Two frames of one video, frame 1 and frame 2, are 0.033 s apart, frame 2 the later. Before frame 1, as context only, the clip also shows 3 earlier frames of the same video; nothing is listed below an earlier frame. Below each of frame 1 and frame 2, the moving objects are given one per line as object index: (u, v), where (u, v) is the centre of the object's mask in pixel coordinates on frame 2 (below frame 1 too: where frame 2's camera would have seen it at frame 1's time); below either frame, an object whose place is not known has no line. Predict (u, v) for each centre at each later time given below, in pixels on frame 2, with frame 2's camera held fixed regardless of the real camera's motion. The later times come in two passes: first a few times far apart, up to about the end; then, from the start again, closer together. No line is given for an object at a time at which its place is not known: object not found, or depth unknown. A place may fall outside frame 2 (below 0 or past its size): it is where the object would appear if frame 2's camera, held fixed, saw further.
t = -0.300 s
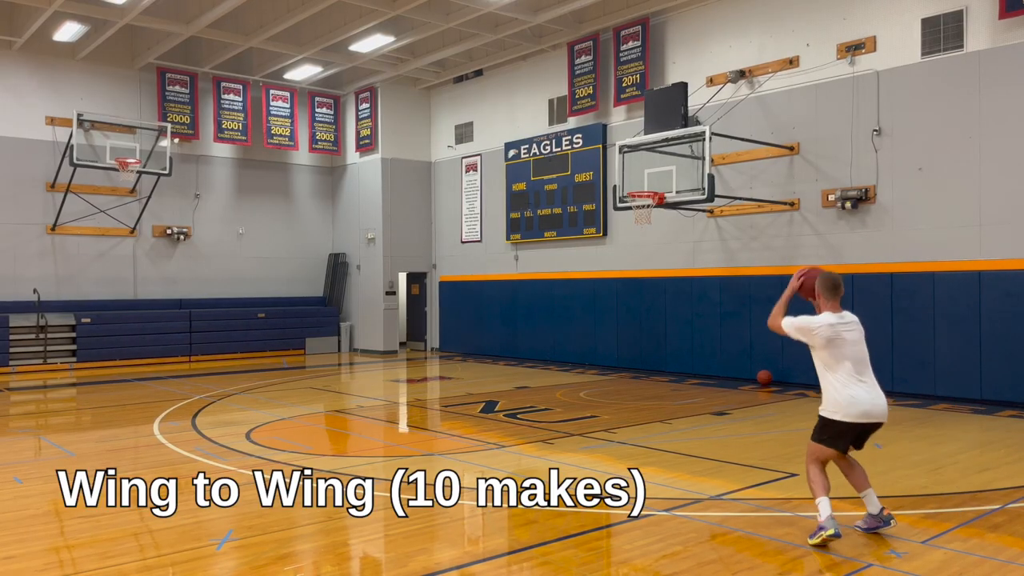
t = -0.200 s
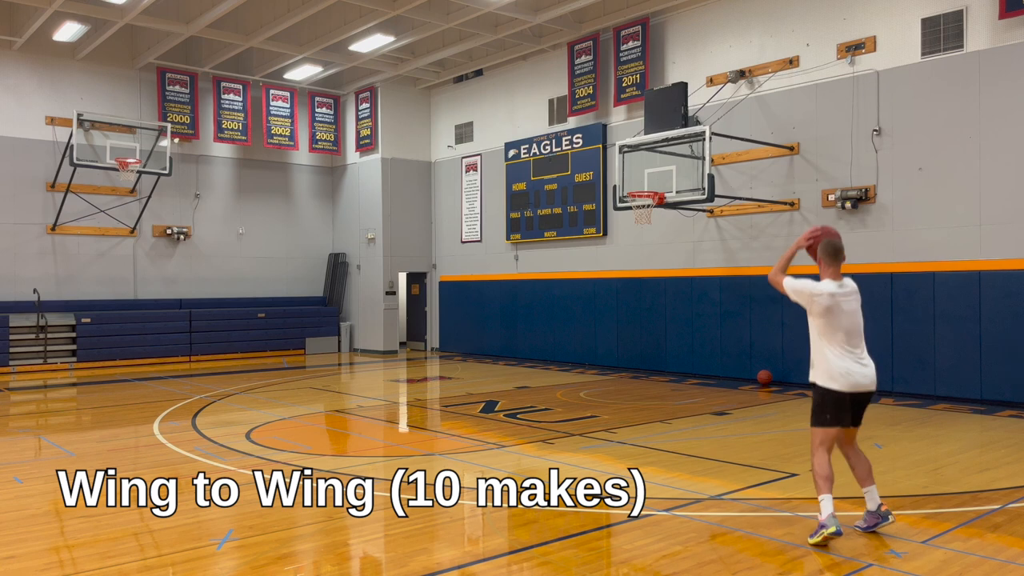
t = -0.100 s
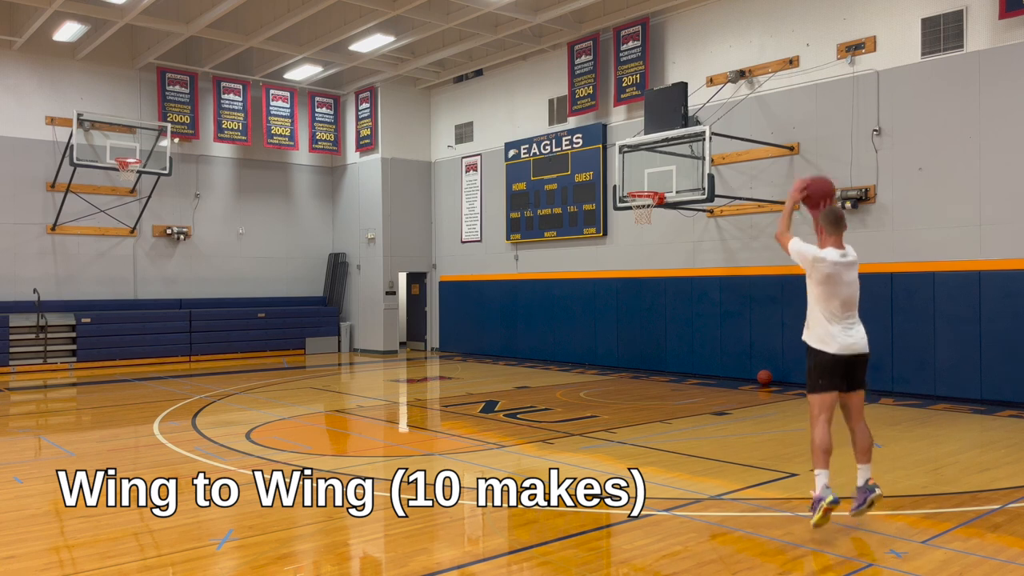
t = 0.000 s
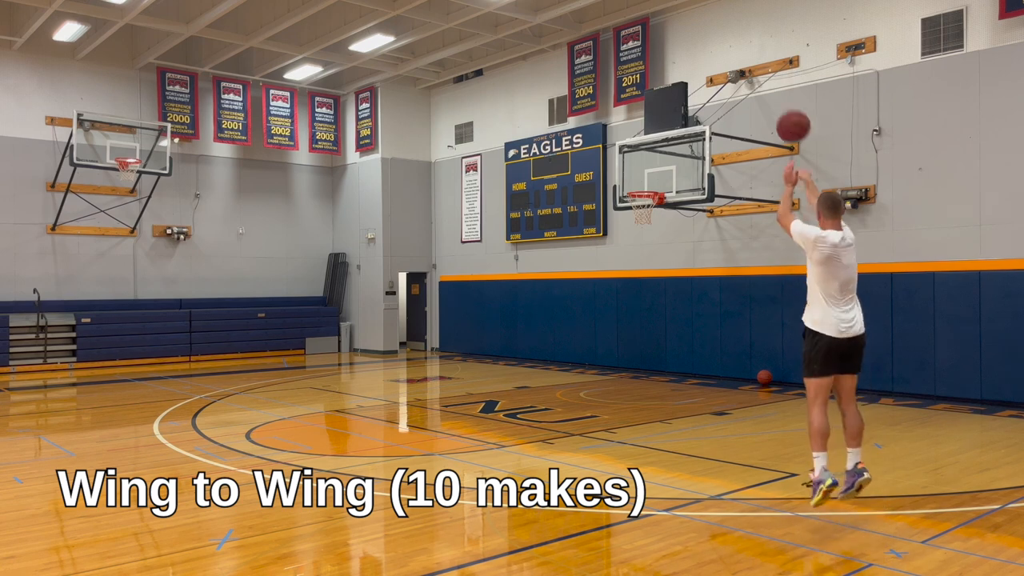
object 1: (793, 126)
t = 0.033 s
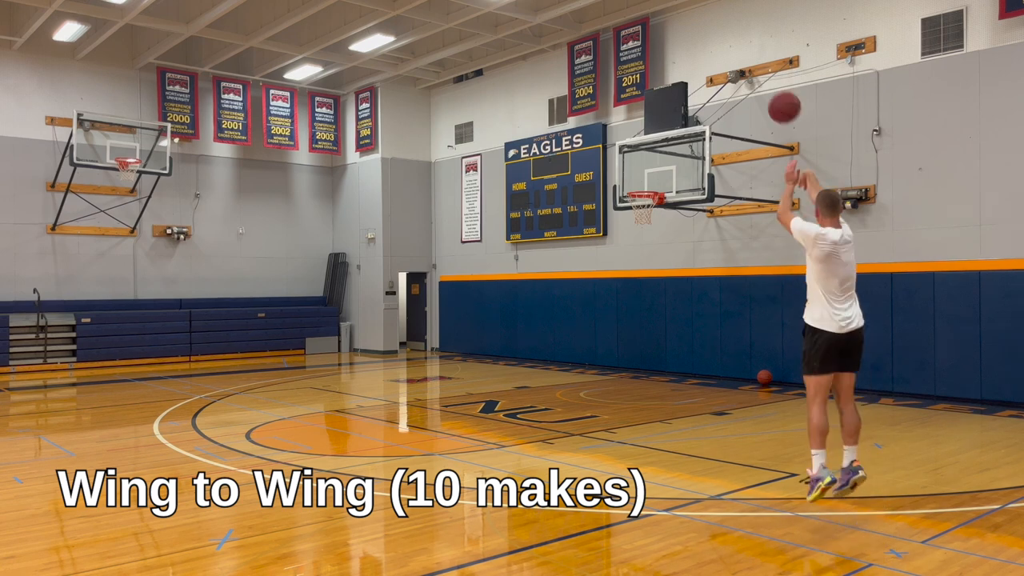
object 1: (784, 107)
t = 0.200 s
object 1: (747, 45)
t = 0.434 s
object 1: (709, 23)
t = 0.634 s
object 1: (685, 42)
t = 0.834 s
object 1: (666, 85)
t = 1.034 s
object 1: (651, 146)
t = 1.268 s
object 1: (639, 217)
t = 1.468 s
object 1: (635, 259)
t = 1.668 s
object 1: (631, 326)
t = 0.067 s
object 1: (776, 91)
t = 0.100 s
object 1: (768, 76)
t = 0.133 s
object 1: (760, 64)
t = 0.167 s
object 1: (753, 53)
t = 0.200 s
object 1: (747, 45)
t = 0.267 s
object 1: (734, 32)
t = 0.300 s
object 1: (729, 28)
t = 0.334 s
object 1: (724, 25)
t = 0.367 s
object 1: (718, 23)
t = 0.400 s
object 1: (714, 22)
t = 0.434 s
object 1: (709, 23)
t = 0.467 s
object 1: (704, 24)
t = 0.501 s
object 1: (700, 26)
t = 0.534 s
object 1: (696, 29)
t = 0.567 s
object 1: (692, 32)
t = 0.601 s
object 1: (689, 37)
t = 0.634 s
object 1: (685, 42)
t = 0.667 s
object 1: (681, 48)
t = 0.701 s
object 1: (678, 54)
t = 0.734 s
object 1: (675, 61)
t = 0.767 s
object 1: (672, 69)
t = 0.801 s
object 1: (670, 77)
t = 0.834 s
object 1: (666, 85)
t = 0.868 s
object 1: (664, 94)
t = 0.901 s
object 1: (661, 104)
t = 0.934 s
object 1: (658, 113)
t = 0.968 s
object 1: (656, 124)
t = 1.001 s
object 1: (654, 135)
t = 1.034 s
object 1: (651, 146)
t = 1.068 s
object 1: (649, 158)
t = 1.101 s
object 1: (647, 170)
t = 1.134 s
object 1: (645, 182)
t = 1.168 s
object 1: (643, 194)
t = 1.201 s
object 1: (641, 206)
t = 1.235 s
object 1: (640, 213)
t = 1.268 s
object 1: (639, 217)
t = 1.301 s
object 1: (639, 223)
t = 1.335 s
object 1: (638, 228)
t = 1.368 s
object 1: (637, 235)
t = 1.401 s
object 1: (636, 242)
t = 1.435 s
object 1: (635, 250)
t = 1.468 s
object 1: (635, 259)
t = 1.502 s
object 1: (634, 269)
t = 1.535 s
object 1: (633, 279)
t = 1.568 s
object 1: (633, 290)
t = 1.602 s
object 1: (632, 301)
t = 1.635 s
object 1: (631, 313)
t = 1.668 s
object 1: (631, 326)
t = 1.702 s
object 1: (630, 339)
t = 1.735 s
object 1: (629, 354)
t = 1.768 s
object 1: (628, 369)
